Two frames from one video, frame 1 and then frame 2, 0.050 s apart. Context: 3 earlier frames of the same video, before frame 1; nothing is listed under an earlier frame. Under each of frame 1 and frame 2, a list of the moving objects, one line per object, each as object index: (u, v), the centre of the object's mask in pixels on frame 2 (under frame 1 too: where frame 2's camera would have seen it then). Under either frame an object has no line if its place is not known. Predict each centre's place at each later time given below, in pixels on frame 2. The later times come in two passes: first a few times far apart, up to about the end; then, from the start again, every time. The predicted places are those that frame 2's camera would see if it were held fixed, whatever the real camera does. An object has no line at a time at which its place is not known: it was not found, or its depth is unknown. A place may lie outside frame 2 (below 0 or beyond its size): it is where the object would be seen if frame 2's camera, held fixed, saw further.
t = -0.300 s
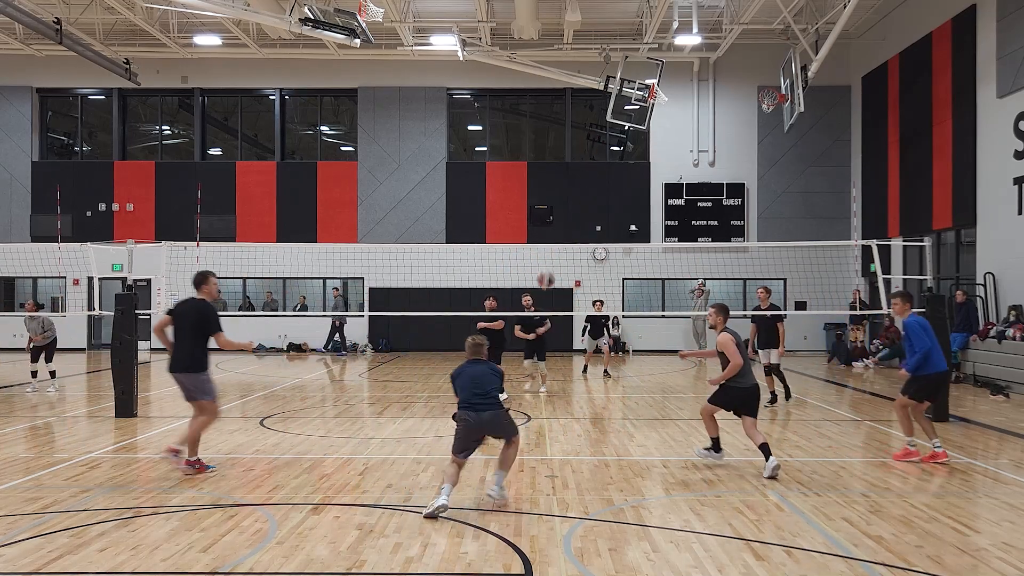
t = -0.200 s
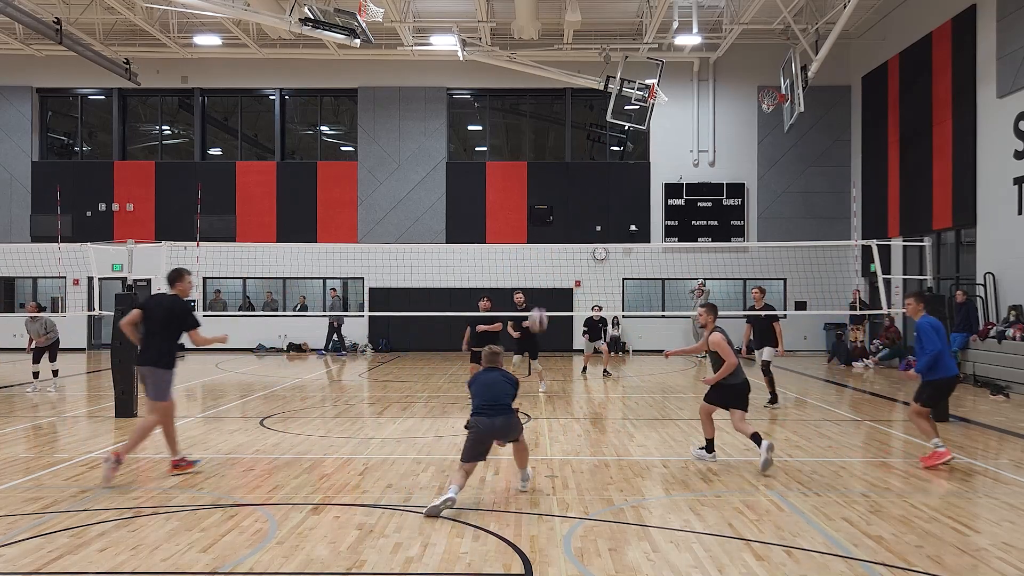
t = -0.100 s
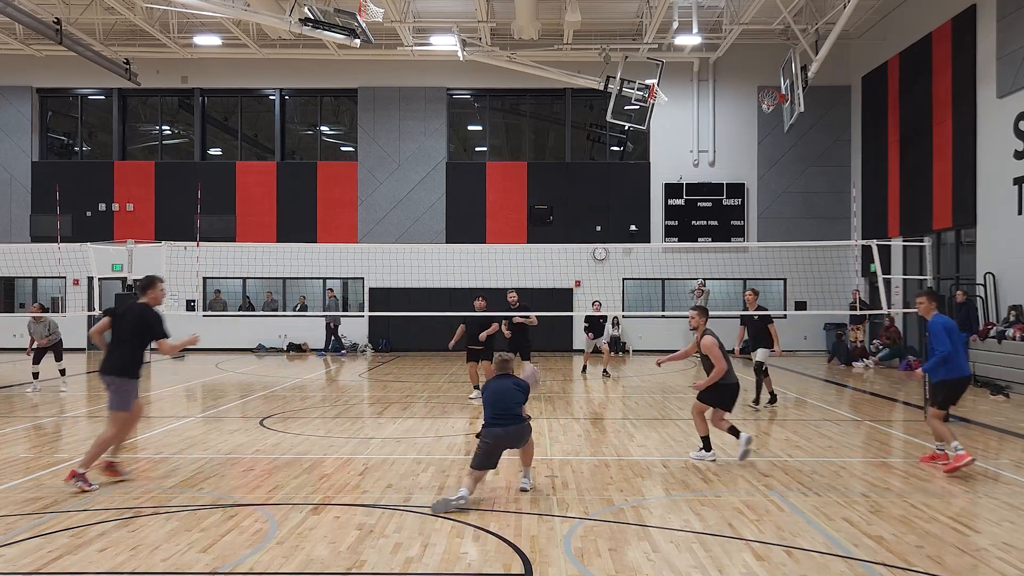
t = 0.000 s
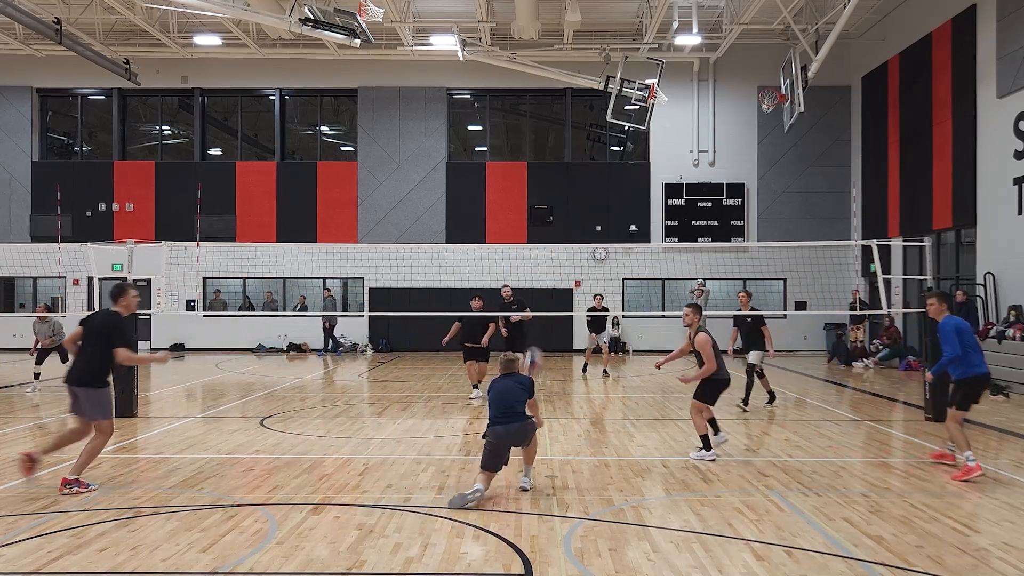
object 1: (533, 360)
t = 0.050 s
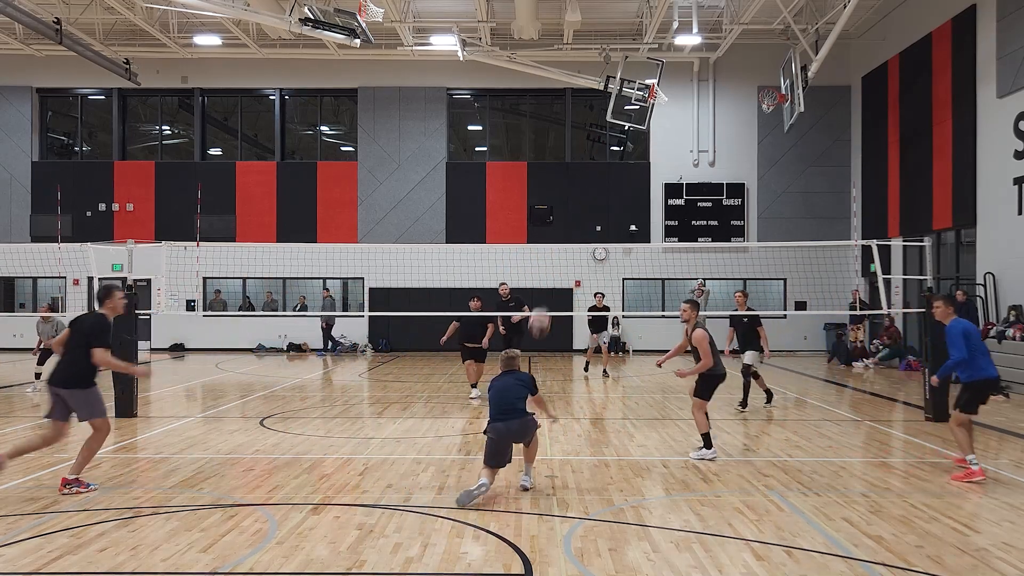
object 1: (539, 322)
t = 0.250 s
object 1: (562, 194)
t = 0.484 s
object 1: (584, 113)
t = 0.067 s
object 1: (542, 308)
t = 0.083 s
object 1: (544, 296)
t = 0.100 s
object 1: (545, 286)
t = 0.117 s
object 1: (548, 272)
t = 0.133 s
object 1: (549, 261)
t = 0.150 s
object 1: (552, 249)
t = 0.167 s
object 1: (554, 237)
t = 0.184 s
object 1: (555, 230)
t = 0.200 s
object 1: (557, 221)
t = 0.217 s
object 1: (559, 212)
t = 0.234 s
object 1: (560, 203)
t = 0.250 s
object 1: (562, 194)
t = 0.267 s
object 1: (564, 186)
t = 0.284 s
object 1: (565, 179)
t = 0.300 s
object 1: (567, 172)
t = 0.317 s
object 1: (569, 164)
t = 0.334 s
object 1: (570, 158)
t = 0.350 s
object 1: (572, 152)
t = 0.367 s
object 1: (574, 146)
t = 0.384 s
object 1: (575, 140)
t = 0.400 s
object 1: (577, 135)
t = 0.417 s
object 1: (578, 129)
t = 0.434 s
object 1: (580, 125)
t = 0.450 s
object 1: (581, 121)
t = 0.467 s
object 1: (583, 117)
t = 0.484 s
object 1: (584, 113)
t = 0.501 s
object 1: (586, 109)
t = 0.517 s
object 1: (587, 106)
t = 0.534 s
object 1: (588, 103)
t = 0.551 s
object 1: (590, 101)
